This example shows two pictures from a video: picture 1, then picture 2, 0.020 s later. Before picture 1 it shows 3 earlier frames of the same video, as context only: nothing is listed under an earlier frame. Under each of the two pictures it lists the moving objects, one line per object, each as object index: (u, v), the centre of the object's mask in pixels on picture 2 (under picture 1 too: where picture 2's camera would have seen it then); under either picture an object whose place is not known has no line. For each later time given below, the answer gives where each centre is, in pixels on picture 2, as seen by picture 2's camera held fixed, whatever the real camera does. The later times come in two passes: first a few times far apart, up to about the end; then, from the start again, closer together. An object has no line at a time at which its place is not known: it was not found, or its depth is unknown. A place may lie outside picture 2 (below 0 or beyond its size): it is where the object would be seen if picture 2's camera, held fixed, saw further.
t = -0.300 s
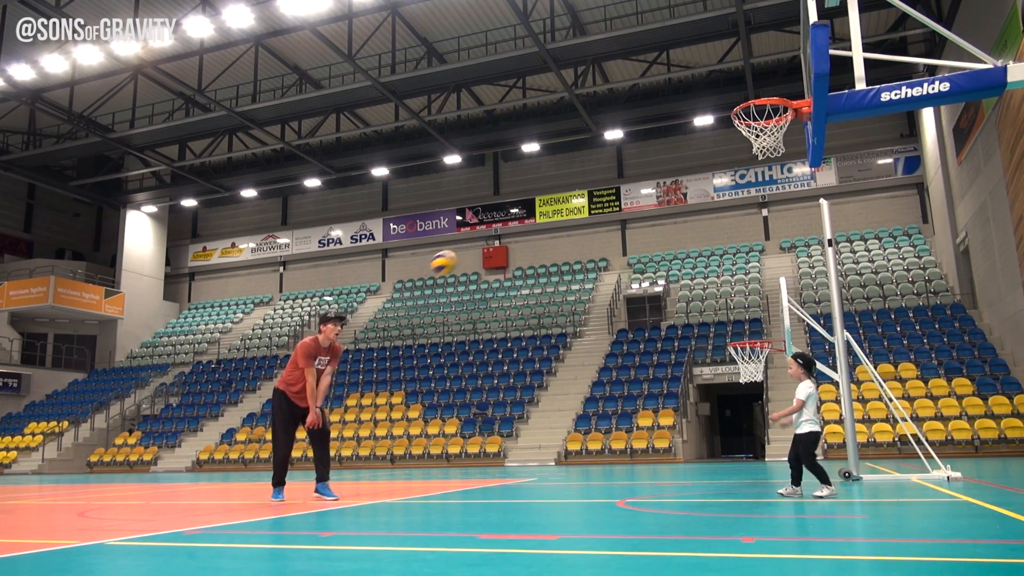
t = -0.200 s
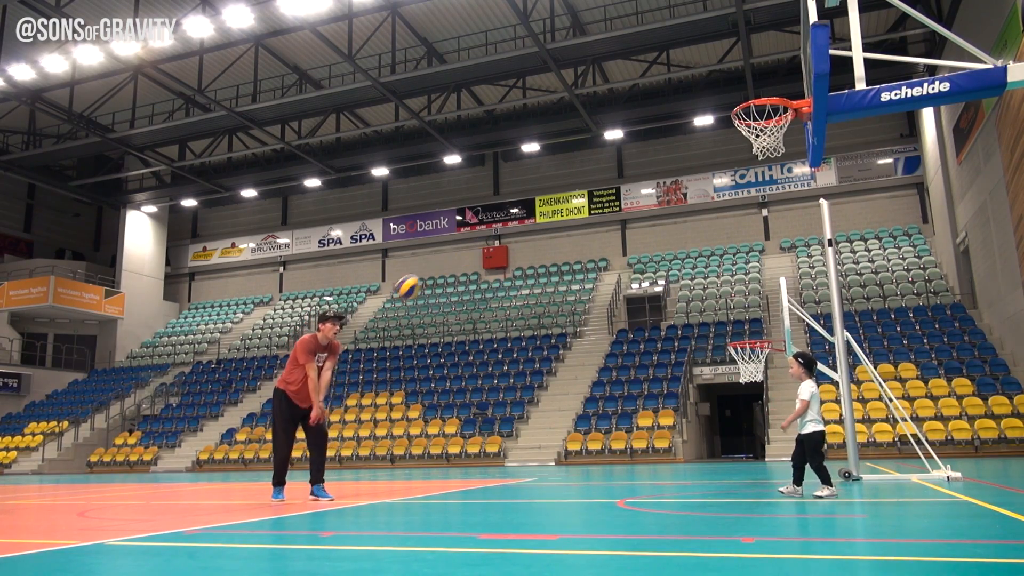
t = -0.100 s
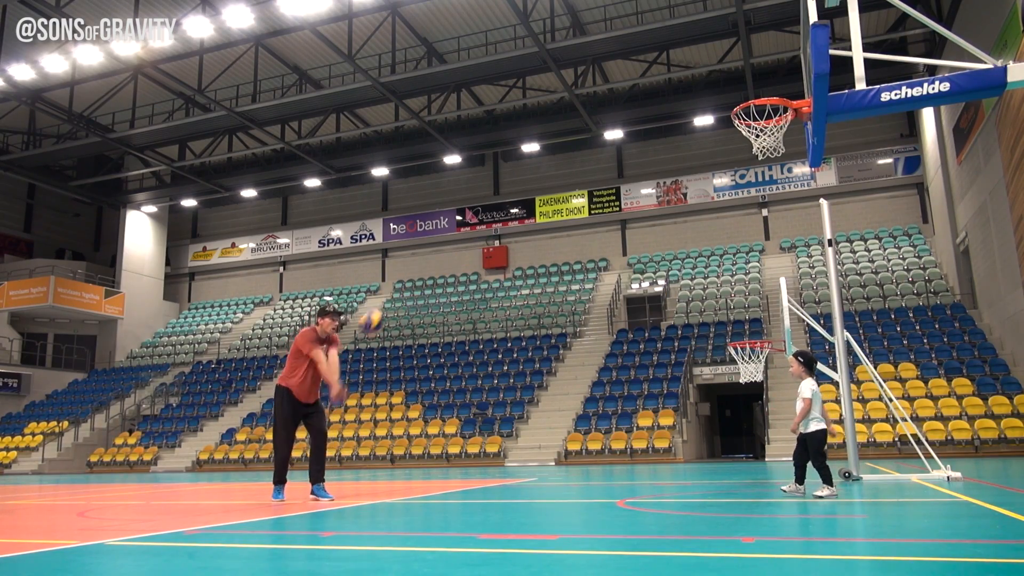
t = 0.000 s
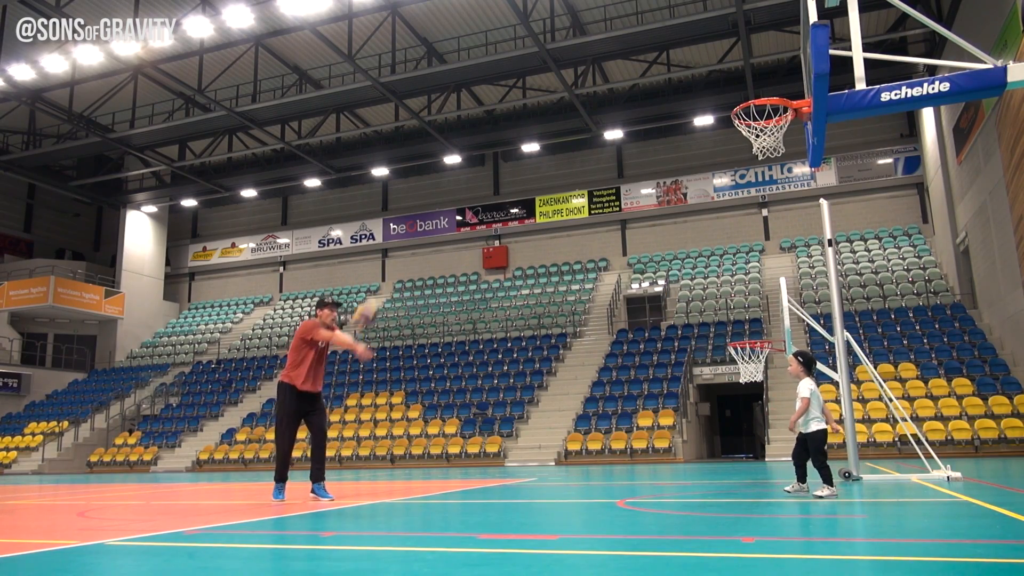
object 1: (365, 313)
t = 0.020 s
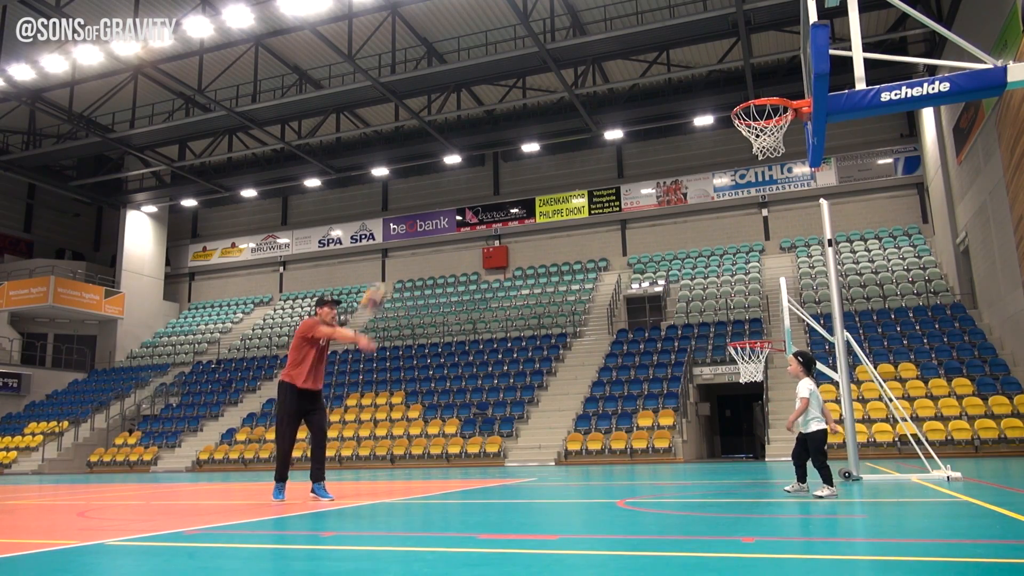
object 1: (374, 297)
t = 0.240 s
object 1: (454, 152)
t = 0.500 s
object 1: (547, 46)
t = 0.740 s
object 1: (634, 8)
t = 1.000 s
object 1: (736, 24)
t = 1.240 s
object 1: (765, 94)
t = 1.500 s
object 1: (747, 130)
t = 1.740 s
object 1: (777, 154)
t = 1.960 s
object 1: (804, 226)
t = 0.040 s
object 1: (381, 282)
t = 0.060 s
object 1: (388, 268)
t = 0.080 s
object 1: (396, 254)
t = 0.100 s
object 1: (402, 240)
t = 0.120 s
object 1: (409, 224)
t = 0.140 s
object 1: (415, 213)
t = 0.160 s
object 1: (424, 199)
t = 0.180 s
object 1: (431, 187)
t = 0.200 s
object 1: (438, 176)
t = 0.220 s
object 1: (445, 163)
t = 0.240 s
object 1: (454, 152)
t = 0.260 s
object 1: (461, 142)
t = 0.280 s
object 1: (468, 132)
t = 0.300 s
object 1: (475, 122)
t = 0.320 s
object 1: (482, 113)
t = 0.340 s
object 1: (490, 104)
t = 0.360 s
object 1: (496, 94)
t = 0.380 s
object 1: (503, 87)
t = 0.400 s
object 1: (511, 79)
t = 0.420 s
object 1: (518, 72)
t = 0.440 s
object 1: (526, 64)
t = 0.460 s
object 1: (533, 58)
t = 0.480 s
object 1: (540, 52)
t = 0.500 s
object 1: (547, 46)
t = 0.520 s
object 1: (554, 40)
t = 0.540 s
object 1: (561, 35)
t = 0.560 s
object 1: (568, 30)
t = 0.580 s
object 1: (575, 25)
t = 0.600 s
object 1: (583, 21)
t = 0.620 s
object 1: (590, 18)
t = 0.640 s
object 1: (597, 15)
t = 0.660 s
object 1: (604, 12)
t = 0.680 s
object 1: (611, 10)
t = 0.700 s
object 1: (618, 9)
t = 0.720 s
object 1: (626, 8)
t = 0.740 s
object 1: (634, 8)
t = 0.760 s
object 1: (641, 7)
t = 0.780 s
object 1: (649, 7)
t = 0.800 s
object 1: (657, 7)
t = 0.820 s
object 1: (665, 7)
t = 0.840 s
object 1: (672, 7)
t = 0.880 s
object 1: (686, 7)
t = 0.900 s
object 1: (696, 10)
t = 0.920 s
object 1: (704, 11)
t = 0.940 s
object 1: (712, 13)
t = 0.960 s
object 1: (720, 16)
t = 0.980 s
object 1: (728, 20)
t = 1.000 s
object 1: (736, 24)
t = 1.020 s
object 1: (745, 28)
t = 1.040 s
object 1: (753, 33)
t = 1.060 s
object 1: (762, 39)
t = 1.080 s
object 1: (771, 45)
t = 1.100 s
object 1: (780, 52)
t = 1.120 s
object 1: (788, 59)
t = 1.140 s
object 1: (793, 66)
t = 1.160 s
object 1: (787, 72)
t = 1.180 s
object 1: (782, 79)
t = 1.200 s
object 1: (776, 85)
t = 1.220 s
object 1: (771, 90)
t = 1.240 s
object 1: (765, 94)
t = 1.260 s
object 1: (757, 110)
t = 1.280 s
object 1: (752, 117)
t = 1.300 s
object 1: (745, 129)
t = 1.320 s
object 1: (744, 133)
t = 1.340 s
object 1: (742, 132)
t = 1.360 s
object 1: (741, 131)
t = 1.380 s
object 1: (741, 131)
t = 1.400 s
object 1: (742, 131)
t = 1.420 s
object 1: (743, 132)
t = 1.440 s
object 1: (744, 133)
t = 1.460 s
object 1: (743, 131)
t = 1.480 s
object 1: (745, 131)
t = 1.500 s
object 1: (747, 130)
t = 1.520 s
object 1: (749, 131)
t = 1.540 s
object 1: (752, 132)
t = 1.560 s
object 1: (754, 131)
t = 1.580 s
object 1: (757, 133)
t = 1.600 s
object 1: (760, 134)
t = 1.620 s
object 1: (763, 135)
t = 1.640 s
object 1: (765, 141)
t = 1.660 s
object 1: (767, 142)
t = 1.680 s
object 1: (771, 144)
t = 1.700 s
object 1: (773, 147)
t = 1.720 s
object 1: (775, 151)
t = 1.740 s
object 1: (777, 154)
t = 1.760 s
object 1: (779, 158)
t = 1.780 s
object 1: (781, 163)
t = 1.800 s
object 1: (783, 168)
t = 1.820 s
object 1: (786, 173)
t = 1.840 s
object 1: (789, 180)
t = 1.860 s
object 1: (790, 186)
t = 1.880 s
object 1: (793, 194)
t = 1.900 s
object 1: (796, 201)
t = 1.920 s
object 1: (799, 209)
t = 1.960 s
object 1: (804, 226)
